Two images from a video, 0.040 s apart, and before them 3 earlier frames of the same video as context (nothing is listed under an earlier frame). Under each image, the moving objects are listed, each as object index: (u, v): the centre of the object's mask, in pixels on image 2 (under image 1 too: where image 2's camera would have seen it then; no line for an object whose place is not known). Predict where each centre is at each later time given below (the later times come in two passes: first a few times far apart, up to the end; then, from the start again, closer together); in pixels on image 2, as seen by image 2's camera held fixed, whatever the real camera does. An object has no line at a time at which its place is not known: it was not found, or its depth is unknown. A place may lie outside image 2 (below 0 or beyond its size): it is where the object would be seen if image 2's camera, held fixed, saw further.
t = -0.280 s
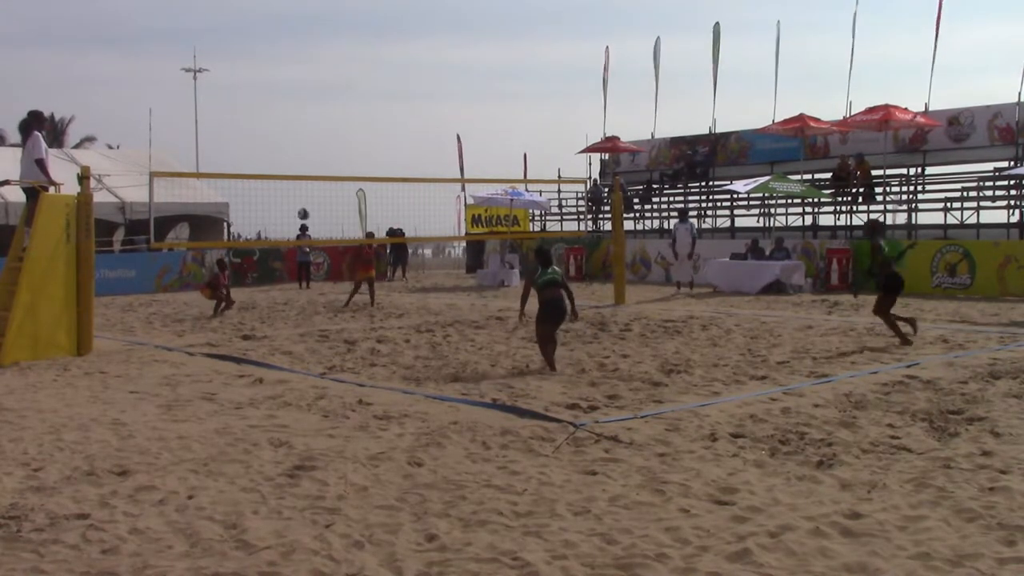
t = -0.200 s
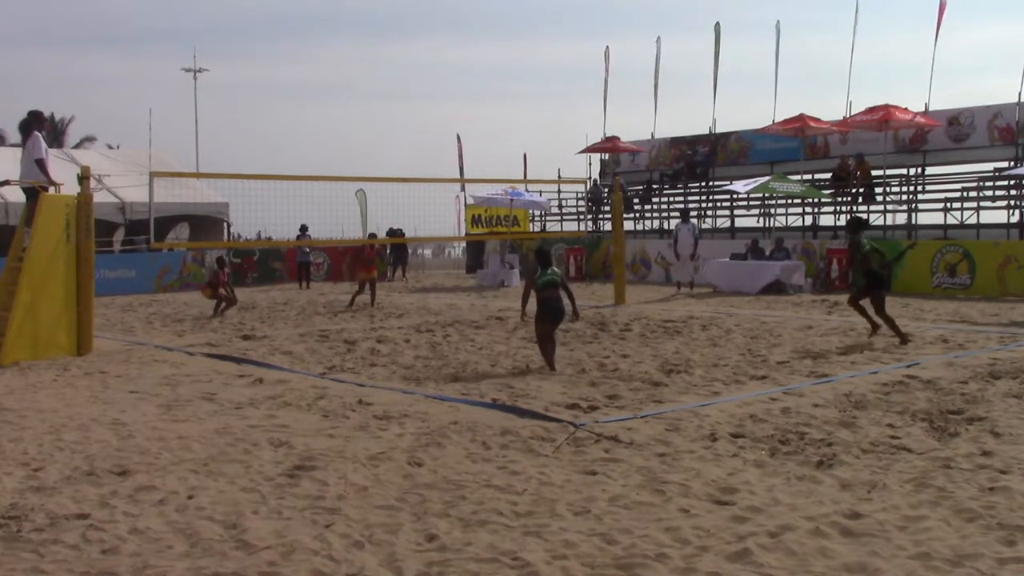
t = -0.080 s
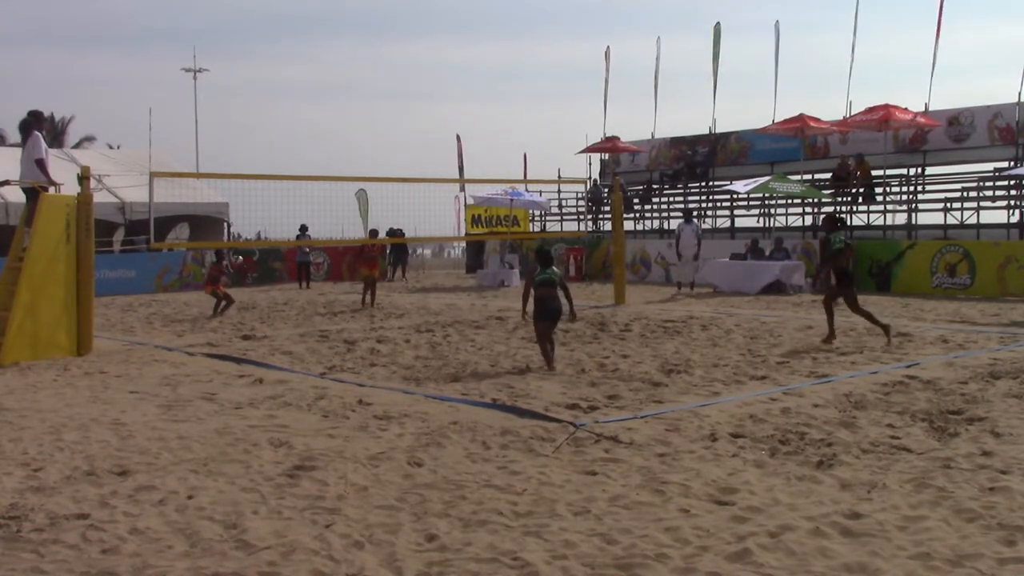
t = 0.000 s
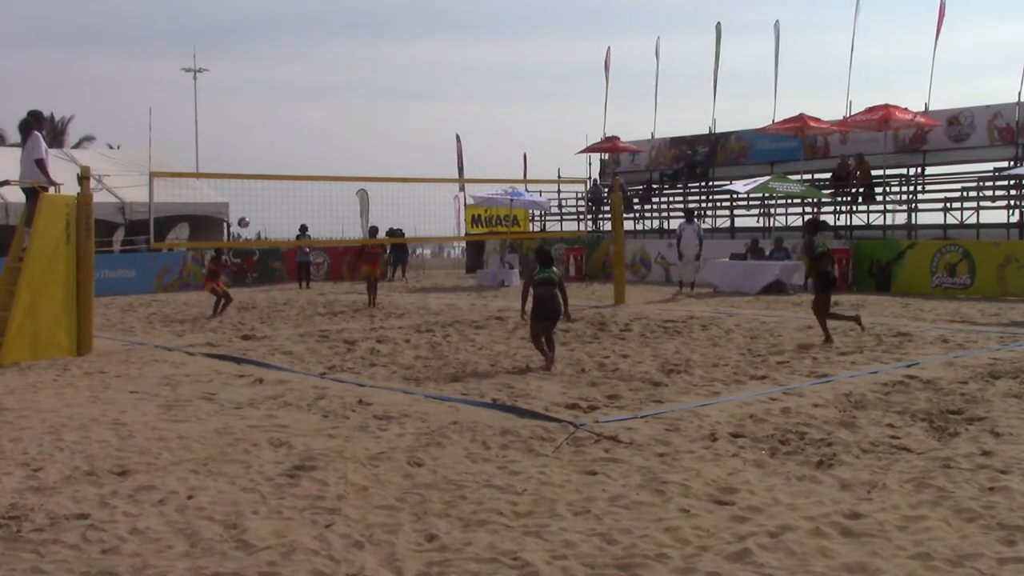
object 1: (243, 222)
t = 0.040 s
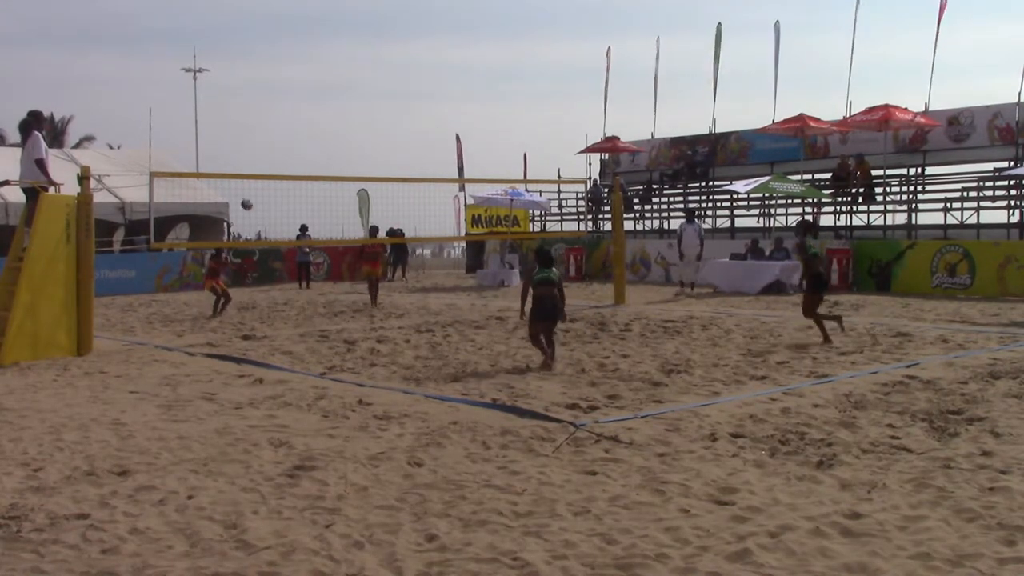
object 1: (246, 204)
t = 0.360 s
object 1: (270, 91)
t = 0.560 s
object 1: (284, 46)
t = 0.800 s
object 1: (300, 23)
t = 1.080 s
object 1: (319, 38)
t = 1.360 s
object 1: (339, 97)
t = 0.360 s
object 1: (270, 91)
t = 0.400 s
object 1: (273, 80)
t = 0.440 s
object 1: (276, 70)
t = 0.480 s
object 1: (279, 61)
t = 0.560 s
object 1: (284, 46)
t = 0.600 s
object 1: (287, 41)
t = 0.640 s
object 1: (290, 35)
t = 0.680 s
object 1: (292, 31)
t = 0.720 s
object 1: (295, 27)
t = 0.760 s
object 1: (297, 25)
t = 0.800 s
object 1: (300, 23)
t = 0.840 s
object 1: (303, 23)
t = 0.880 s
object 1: (305, 23)
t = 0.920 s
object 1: (308, 24)
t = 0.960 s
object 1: (311, 26)
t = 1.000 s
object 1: (314, 29)
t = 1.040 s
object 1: (316, 33)
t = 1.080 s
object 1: (319, 38)
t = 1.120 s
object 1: (322, 43)
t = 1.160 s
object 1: (324, 50)
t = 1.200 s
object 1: (327, 57)
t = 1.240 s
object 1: (330, 66)
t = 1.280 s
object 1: (333, 75)
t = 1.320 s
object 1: (335, 86)
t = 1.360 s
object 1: (339, 97)
